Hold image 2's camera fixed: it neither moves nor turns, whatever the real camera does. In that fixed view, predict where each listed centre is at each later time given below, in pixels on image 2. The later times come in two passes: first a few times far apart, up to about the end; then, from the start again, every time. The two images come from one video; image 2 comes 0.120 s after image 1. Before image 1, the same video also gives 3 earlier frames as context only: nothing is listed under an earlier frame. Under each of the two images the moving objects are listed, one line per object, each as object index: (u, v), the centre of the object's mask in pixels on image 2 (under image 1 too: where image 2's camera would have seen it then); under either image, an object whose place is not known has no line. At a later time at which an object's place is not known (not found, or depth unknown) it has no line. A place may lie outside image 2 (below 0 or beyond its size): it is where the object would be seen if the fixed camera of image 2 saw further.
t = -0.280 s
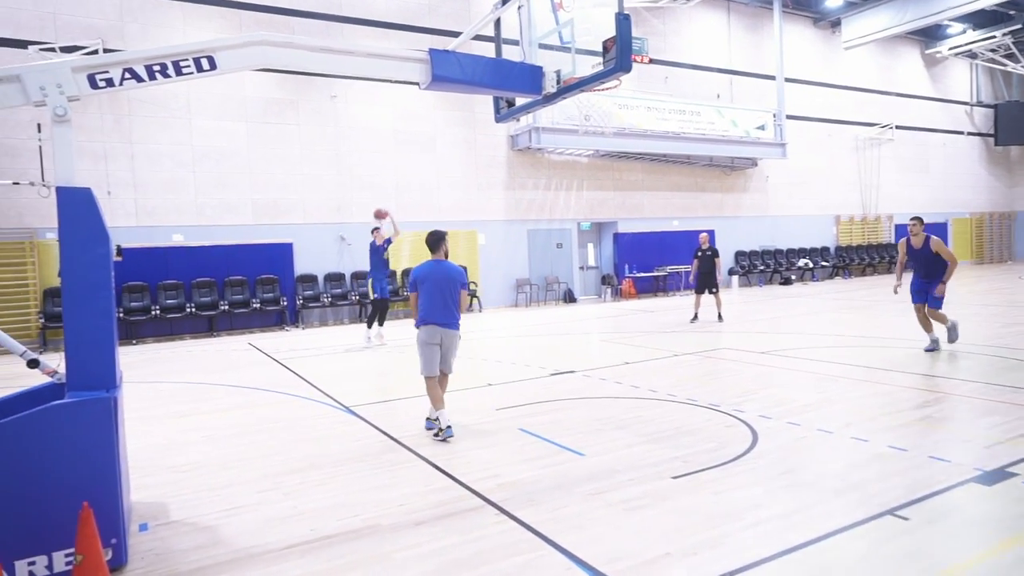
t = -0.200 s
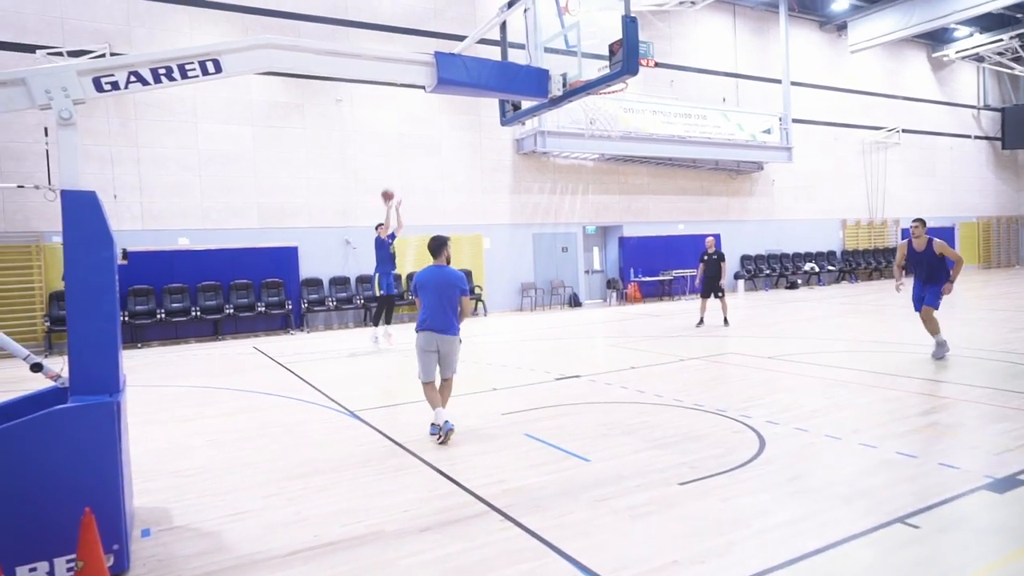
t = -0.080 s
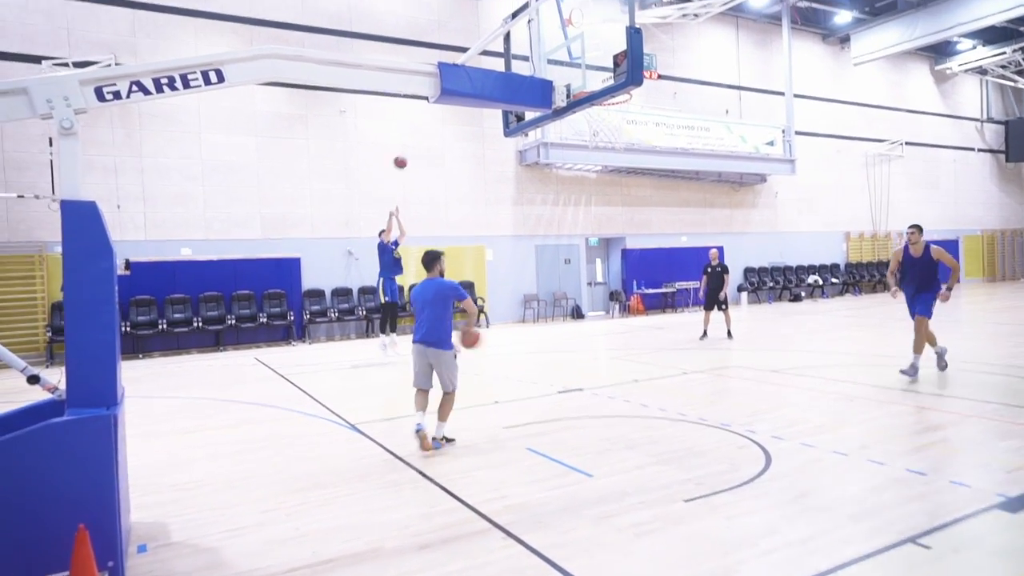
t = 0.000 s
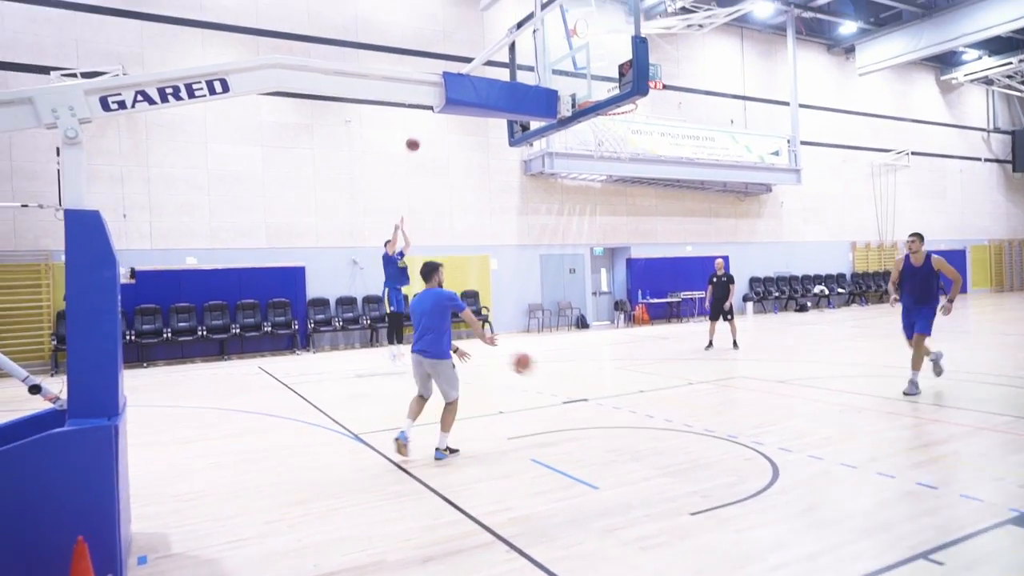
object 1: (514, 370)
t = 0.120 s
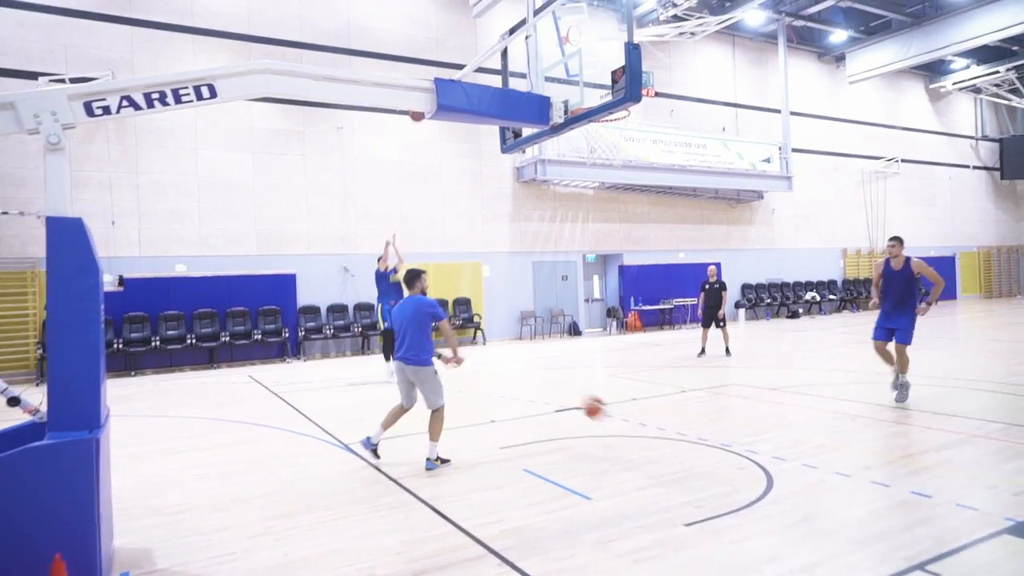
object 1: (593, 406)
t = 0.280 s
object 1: (668, 407)
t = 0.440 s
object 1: (717, 375)
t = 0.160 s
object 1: (620, 421)
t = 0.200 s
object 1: (643, 432)
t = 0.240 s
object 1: (655, 419)
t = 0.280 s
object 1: (668, 407)
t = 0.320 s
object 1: (680, 396)
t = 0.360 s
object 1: (693, 387)
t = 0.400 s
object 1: (705, 380)
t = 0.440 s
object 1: (717, 375)
